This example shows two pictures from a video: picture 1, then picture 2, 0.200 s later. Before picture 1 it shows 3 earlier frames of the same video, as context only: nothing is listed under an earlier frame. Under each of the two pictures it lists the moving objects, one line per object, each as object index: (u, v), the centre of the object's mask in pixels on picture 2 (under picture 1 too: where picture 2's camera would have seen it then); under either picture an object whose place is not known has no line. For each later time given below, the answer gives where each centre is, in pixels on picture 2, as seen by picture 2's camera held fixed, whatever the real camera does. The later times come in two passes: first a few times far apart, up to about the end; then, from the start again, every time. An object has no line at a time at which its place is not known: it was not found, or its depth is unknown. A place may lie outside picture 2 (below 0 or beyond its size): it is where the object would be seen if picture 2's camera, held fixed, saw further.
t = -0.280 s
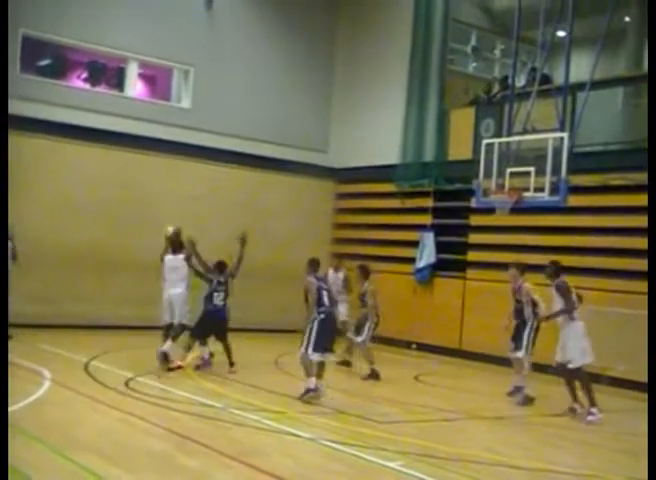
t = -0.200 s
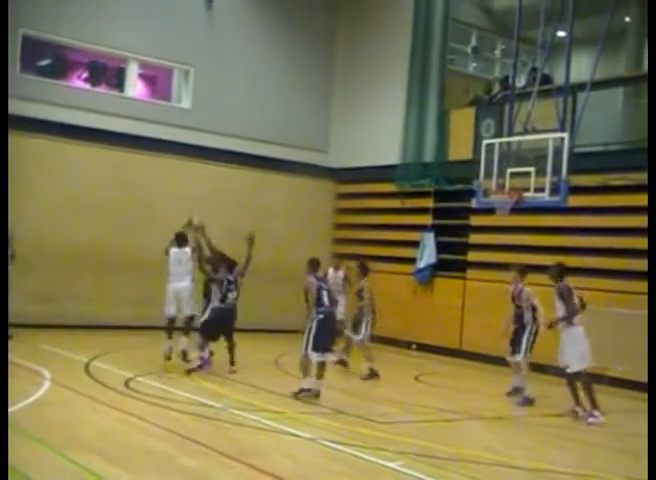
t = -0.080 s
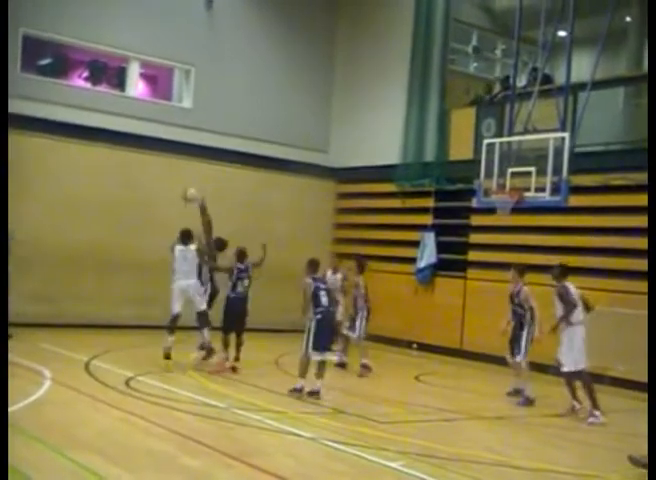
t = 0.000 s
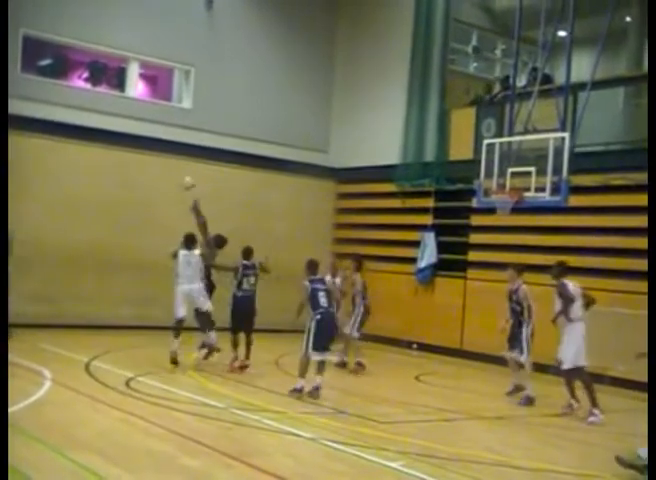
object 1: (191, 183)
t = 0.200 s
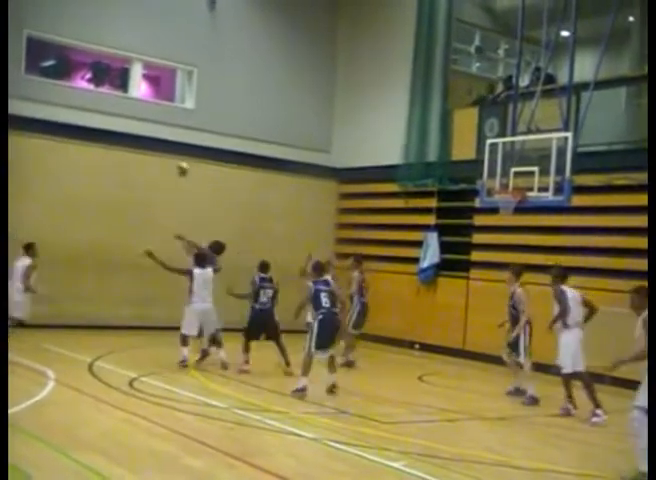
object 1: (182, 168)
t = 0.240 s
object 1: (179, 168)
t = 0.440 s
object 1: (168, 185)
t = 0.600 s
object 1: (157, 215)
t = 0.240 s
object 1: (179, 168)
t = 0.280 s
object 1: (174, 169)
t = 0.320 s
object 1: (173, 172)
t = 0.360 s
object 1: (171, 175)
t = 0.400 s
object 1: (170, 180)
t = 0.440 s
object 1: (168, 185)
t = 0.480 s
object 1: (165, 190)
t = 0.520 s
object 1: (162, 198)
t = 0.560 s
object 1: (160, 206)
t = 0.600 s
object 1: (157, 215)
